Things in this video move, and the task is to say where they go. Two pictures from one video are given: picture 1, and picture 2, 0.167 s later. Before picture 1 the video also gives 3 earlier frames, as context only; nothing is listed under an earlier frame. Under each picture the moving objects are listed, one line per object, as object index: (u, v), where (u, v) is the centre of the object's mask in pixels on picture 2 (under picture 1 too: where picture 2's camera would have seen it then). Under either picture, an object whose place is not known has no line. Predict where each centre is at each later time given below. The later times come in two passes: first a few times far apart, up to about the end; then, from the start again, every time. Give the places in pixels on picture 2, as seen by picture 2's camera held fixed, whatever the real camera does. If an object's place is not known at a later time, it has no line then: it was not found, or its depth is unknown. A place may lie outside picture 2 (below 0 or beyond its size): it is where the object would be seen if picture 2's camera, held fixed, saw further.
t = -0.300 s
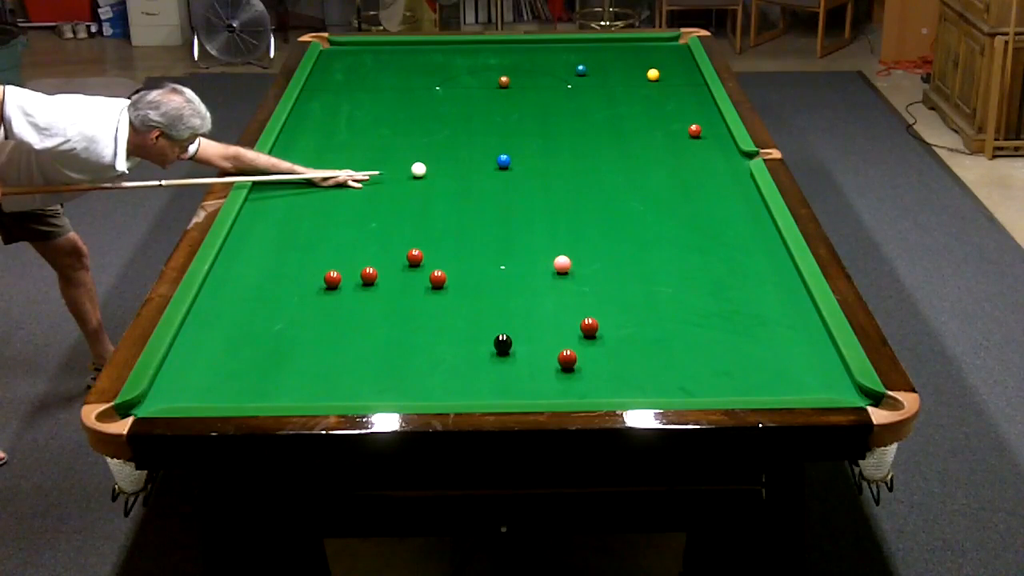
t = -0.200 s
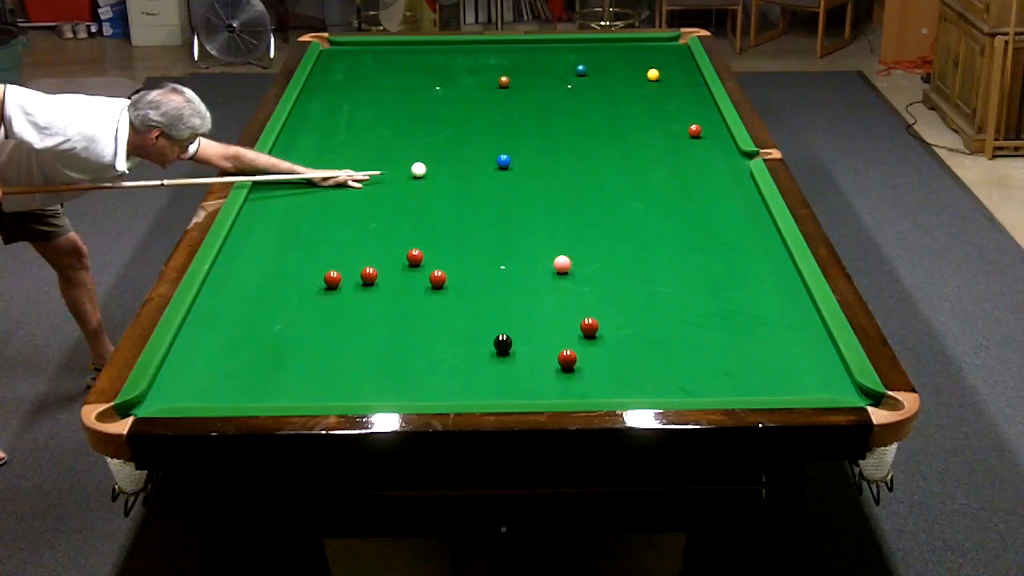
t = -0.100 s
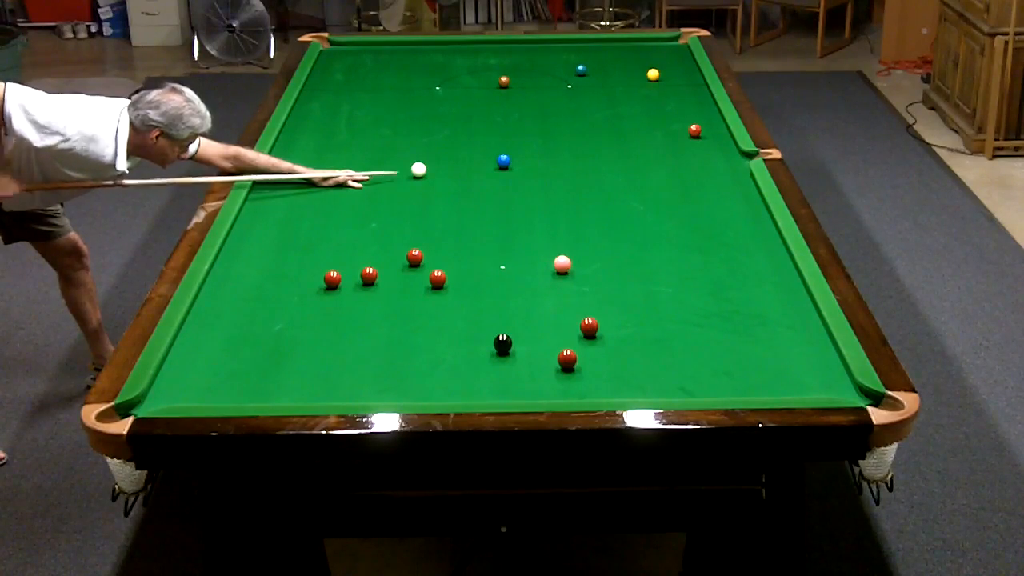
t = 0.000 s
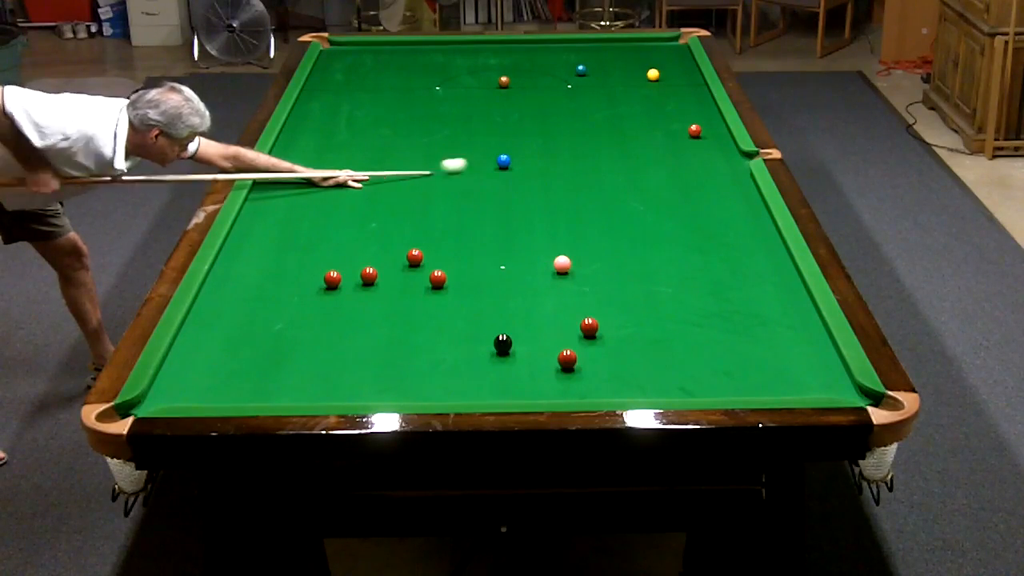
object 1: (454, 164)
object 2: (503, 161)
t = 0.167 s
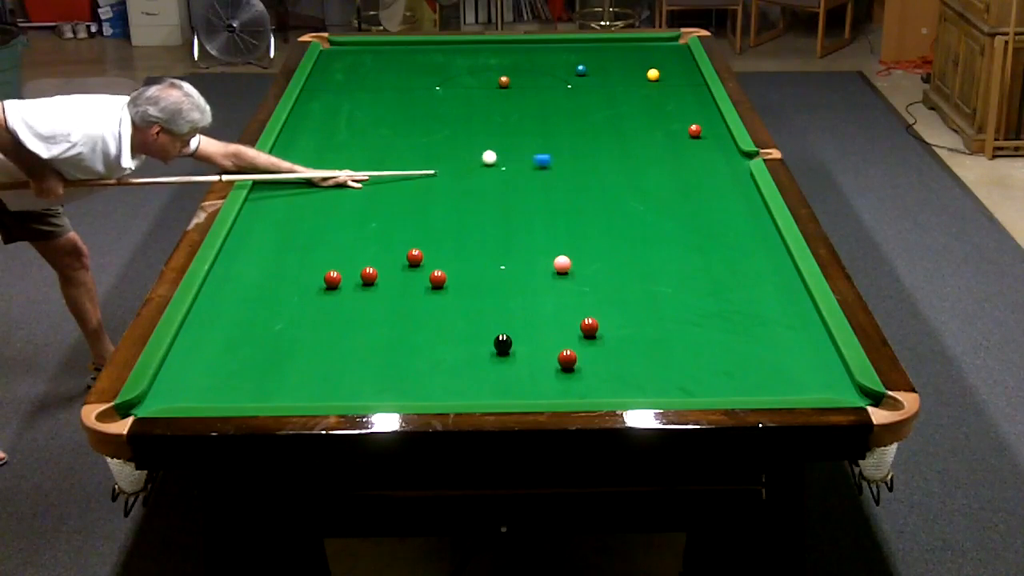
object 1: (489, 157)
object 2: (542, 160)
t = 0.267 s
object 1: (487, 154)
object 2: (577, 160)
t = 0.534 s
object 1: (484, 147)
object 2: (664, 158)
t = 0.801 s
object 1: (481, 141)
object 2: (747, 156)
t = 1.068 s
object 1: (479, 135)
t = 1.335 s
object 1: (477, 130)
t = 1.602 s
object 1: (475, 126)
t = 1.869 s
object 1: (474, 123)
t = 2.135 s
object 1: (473, 120)
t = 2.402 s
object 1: (473, 118)
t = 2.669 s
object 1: (472, 116)
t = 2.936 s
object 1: (472, 115)
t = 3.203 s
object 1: (472, 114)
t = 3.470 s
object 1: (472, 114)
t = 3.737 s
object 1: (472, 114)
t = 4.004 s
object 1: (472, 114)
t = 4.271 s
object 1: (472, 114)
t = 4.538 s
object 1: (472, 114)
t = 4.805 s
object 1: (472, 114)
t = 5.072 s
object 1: (472, 114)
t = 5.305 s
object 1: (472, 114)
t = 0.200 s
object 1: (489, 156)
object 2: (554, 160)
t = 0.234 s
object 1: (488, 155)
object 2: (566, 160)
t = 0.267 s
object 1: (487, 154)
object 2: (577, 160)
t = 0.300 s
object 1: (487, 153)
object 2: (587, 160)
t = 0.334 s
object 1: (487, 152)
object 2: (599, 160)
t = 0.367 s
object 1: (486, 151)
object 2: (609, 160)
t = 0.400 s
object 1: (486, 151)
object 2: (620, 160)
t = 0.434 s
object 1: (485, 150)
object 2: (631, 159)
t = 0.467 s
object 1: (485, 149)
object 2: (642, 159)
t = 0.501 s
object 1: (484, 148)
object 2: (653, 159)
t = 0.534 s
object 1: (484, 147)
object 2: (664, 158)
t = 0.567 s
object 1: (484, 146)
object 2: (674, 158)
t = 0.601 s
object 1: (483, 146)
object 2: (685, 158)
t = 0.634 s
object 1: (483, 145)
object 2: (696, 158)
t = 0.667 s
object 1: (482, 144)
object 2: (706, 158)
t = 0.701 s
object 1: (482, 143)
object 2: (716, 157)
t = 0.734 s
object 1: (482, 142)
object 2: (727, 157)
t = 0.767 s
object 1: (482, 142)
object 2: (738, 157)
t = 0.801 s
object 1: (481, 141)
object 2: (747, 156)
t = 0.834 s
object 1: (481, 140)
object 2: (756, 156)
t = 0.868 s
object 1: (481, 139)
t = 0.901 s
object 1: (480, 139)
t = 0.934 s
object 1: (480, 138)
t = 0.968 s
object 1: (480, 137)
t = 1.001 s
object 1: (479, 137)
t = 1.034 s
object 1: (479, 136)
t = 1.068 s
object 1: (479, 135)
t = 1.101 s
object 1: (479, 135)
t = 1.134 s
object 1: (478, 134)
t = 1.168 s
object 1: (478, 133)
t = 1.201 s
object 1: (478, 133)
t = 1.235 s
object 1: (477, 132)
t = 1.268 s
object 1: (477, 131)
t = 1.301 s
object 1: (477, 131)
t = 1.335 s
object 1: (477, 130)
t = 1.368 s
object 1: (477, 130)
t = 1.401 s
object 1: (476, 129)
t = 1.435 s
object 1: (476, 129)
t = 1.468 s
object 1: (476, 128)
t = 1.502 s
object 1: (476, 128)
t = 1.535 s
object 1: (476, 127)
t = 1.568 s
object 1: (476, 127)
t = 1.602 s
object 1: (475, 126)
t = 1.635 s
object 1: (475, 125)
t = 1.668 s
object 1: (475, 125)
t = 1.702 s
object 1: (475, 125)
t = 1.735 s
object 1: (475, 124)
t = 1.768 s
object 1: (475, 124)
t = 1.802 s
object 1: (475, 123)
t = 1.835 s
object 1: (474, 123)
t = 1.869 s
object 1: (474, 123)
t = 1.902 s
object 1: (474, 122)
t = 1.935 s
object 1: (474, 122)
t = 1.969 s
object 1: (474, 122)
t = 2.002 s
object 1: (474, 121)
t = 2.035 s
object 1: (474, 121)
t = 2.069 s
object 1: (474, 120)
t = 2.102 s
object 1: (474, 120)
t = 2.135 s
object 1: (473, 120)
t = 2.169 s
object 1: (473, 120)
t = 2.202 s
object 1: (473, 119)
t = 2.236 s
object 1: (473, 119)
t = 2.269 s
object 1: (473, 118)
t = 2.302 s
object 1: (473, 118)
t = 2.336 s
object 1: (473, 118)
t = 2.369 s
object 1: (473, 118)
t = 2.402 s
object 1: (473, 118)
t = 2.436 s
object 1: (473, 117)
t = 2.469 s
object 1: (473, 117)
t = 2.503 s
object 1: (473, 117)
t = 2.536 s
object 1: (472, 117)
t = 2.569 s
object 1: (472, 117)
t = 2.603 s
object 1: (472, 116)
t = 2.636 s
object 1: (472, 116)
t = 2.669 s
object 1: (472, 116)
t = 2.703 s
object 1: (472, 116)
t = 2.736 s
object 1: (472, 116)
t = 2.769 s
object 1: (472, 116)
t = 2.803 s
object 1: (472, 115)
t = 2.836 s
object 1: (472, 115)
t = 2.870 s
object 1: (472, 115)
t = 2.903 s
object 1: (472, 115)
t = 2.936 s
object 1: (472, 115)
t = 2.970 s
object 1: (472, 115)
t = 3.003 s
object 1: (472, 115)
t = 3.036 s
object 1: (472, 114)
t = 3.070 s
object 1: (472, 114)
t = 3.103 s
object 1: (472, 114)
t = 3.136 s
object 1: (472, 114)
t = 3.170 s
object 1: (472, 114)
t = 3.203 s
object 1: (472, 114)
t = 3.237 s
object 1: (472, 114)
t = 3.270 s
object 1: (472, 114)
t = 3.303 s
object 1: (472, 114)
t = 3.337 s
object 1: (472, 114)
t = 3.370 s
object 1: (472, 114)
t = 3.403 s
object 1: (472, 114)
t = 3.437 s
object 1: (472, 114)
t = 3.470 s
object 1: (472, 114)
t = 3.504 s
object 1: (472, 114)
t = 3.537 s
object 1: (472, 114)
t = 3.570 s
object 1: (472, 114)
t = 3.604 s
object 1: (472, 114)
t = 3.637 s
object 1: (472, 114)
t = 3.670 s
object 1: (472, 114)
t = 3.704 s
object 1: (472, 114)
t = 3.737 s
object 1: (472, 114)
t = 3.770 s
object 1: (472, 114)
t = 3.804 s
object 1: (472, 114)
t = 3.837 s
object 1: (472, 114)
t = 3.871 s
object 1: (472, 114)
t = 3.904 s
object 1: (472, 114)
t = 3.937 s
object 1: (472, 114)
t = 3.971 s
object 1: (472, 114)
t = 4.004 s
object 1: (472, 114)
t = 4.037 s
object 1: (472, 114)
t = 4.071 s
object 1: (472, 114)
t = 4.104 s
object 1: (472, 114)
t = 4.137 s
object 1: (472, 114)
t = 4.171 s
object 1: (472, 114)
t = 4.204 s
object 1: (472, 114)
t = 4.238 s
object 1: (472, 114)
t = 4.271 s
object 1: (472, 114)
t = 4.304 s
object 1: (472, 114)
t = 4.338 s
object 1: (472, 114)
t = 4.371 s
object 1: (472, 114)
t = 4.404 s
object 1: (472, 114)
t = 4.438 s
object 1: (472, 114)
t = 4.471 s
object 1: (472, 114)
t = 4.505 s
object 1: (472, 114)
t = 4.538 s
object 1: (472, 114)
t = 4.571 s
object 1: (472, 114)
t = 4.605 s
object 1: (472, 114)
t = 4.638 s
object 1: (472, 114)
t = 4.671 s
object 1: (472, 114)
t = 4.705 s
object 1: (472, 114)
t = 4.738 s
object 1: (472, 114)
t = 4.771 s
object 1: (472, 114)
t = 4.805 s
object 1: (472, 114)
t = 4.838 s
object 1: (472, 114)
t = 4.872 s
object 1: (472, 114)
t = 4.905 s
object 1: (472, 114)
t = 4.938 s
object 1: (472, 114)
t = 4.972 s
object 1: (472, 114)
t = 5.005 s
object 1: (472, 114)
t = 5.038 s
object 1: (472, 114)
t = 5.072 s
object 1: (472, 114)
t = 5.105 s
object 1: (472, 114)
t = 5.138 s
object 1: (472, 114)
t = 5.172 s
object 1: (472, 114)
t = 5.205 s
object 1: (472, 114)
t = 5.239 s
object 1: (472, 114)
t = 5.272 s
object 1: (472, 114)
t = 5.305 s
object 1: (472, 114)
